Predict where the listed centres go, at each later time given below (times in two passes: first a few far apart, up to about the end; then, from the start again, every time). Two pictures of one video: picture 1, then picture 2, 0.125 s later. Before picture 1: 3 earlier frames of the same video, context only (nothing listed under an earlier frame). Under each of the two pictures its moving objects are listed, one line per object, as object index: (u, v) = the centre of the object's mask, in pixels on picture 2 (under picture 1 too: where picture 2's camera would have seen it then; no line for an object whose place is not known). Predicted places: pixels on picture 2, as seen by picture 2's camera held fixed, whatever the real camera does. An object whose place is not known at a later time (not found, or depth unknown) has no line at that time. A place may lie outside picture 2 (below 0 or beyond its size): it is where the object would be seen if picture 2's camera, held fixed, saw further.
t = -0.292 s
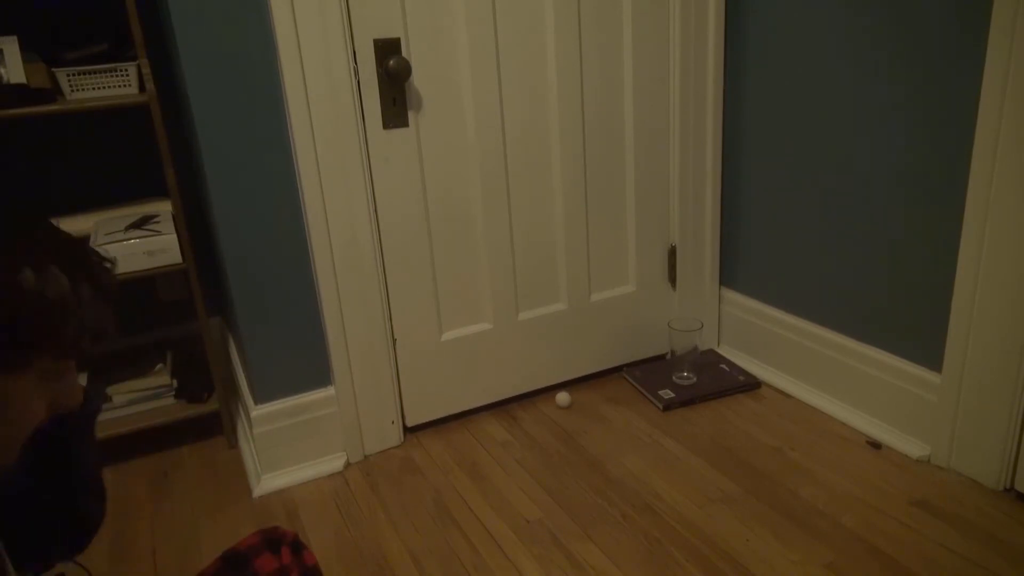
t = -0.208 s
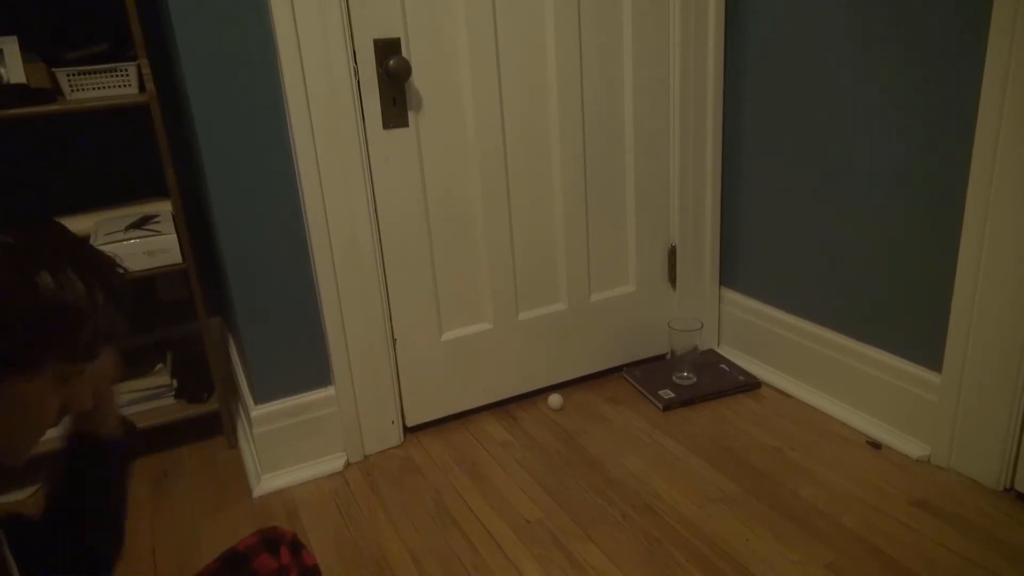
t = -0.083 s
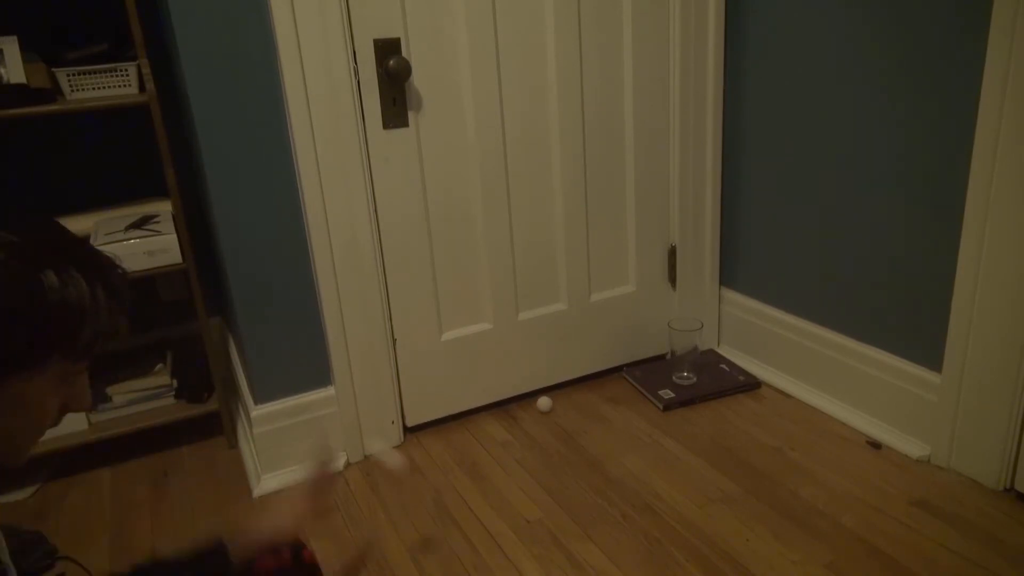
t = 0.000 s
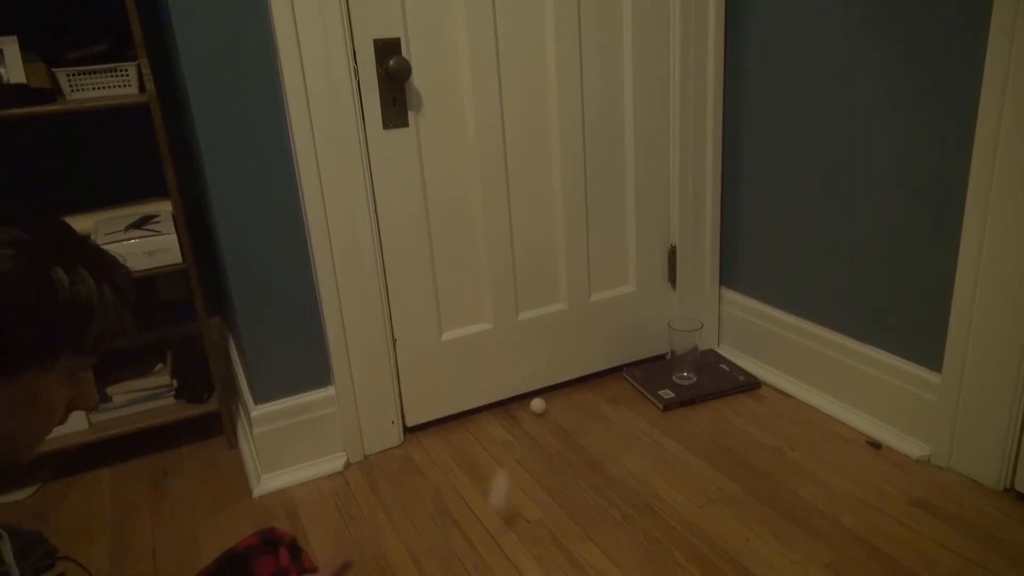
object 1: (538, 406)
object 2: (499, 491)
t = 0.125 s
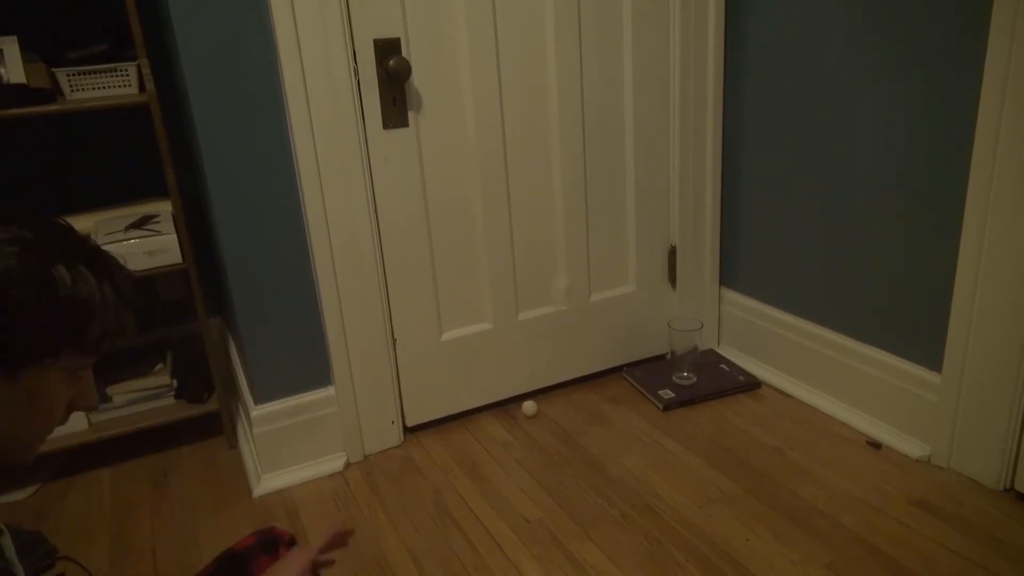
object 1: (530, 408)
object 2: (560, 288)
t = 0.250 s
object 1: (520, 411)
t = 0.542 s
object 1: (503, 417)
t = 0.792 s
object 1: (489, 422)
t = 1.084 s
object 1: (475, 427)
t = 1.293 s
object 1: (467, 430)
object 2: (754, 394)
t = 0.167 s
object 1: (526, 410)
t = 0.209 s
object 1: (523, 410)
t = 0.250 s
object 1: (520, 411)
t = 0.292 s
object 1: (518, 412)
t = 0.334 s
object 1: (515, 413)
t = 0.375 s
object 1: (513, 414)
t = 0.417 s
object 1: (510, 415)
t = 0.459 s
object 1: (507, 416)
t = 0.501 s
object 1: (504, 417)
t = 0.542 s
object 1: (503, 417)
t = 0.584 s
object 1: (500, 418)
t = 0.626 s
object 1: (498, 419)
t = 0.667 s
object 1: (495, 419)
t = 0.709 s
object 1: (494, 420)
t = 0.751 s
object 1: (491, 421)
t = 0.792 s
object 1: (489, 422)
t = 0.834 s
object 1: (487, 423)
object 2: (712, 315)
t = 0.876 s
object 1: (485, 423)
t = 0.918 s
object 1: (483, 424)
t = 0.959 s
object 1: (481, 424)
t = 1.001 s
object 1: (479, 426)
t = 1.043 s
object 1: (477, 426)
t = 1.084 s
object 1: (475, 427)
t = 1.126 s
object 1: (474, 428)
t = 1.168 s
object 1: (471, 429)
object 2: (742, 367)
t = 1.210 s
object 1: (471, 429)
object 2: (744, 379)
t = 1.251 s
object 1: (469, 430)
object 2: (750, 384)
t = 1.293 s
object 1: (467, 430)
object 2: (754, 394)
